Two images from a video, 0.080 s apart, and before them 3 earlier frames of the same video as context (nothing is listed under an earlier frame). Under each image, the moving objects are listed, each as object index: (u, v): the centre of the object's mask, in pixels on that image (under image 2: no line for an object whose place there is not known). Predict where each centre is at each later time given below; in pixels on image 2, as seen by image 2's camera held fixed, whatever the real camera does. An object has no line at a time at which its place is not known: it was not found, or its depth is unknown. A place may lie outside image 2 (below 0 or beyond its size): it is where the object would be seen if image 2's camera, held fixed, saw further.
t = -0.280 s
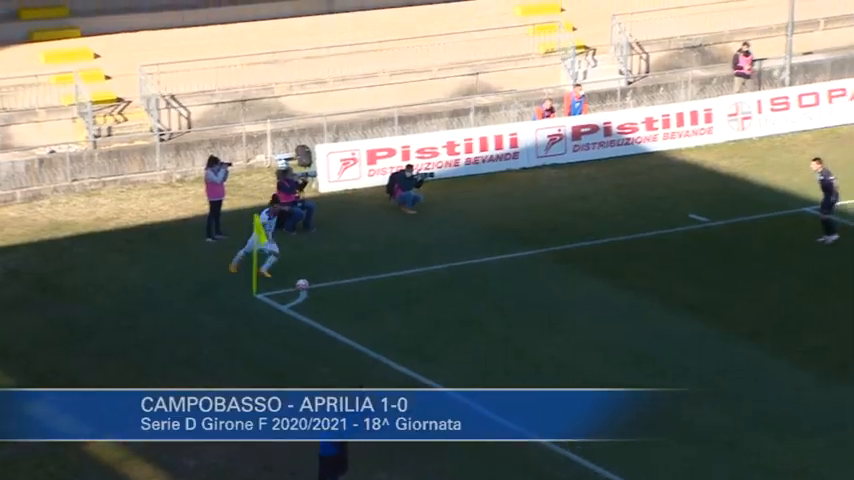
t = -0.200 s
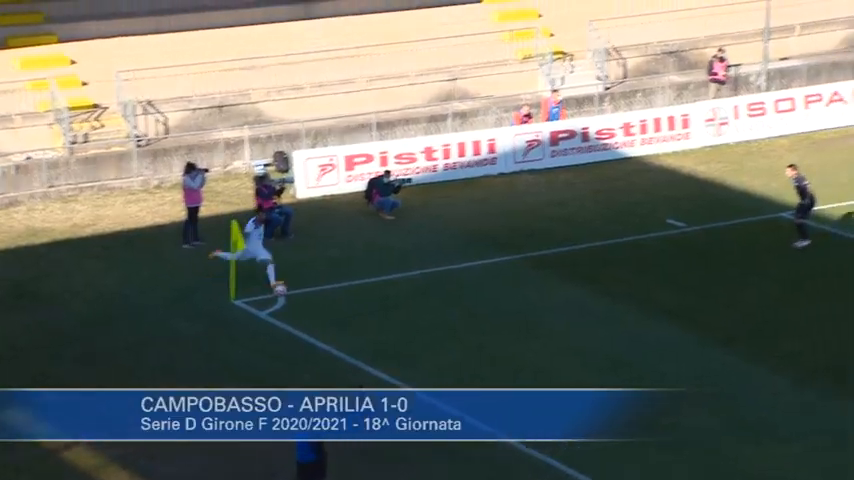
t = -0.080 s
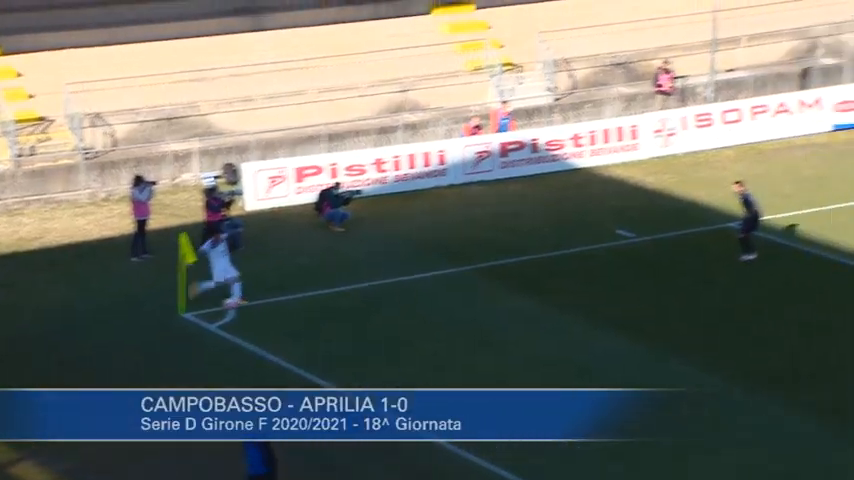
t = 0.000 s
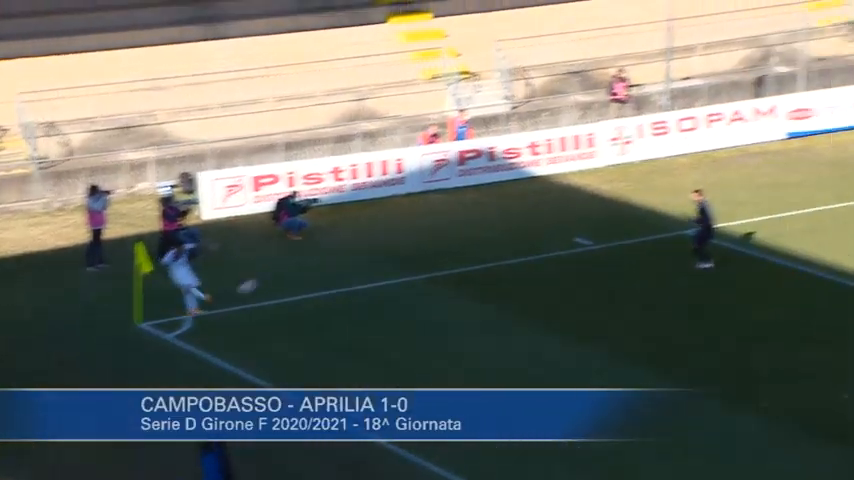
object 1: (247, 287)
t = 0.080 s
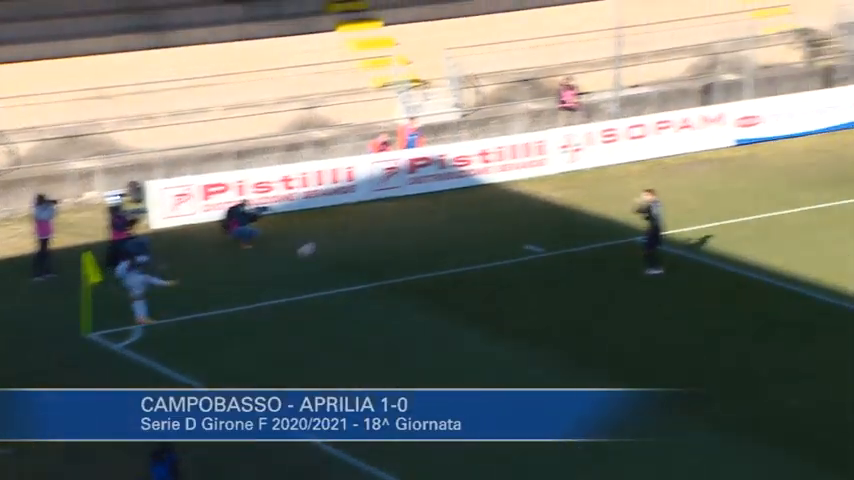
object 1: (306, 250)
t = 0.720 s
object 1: (1026, 30)
